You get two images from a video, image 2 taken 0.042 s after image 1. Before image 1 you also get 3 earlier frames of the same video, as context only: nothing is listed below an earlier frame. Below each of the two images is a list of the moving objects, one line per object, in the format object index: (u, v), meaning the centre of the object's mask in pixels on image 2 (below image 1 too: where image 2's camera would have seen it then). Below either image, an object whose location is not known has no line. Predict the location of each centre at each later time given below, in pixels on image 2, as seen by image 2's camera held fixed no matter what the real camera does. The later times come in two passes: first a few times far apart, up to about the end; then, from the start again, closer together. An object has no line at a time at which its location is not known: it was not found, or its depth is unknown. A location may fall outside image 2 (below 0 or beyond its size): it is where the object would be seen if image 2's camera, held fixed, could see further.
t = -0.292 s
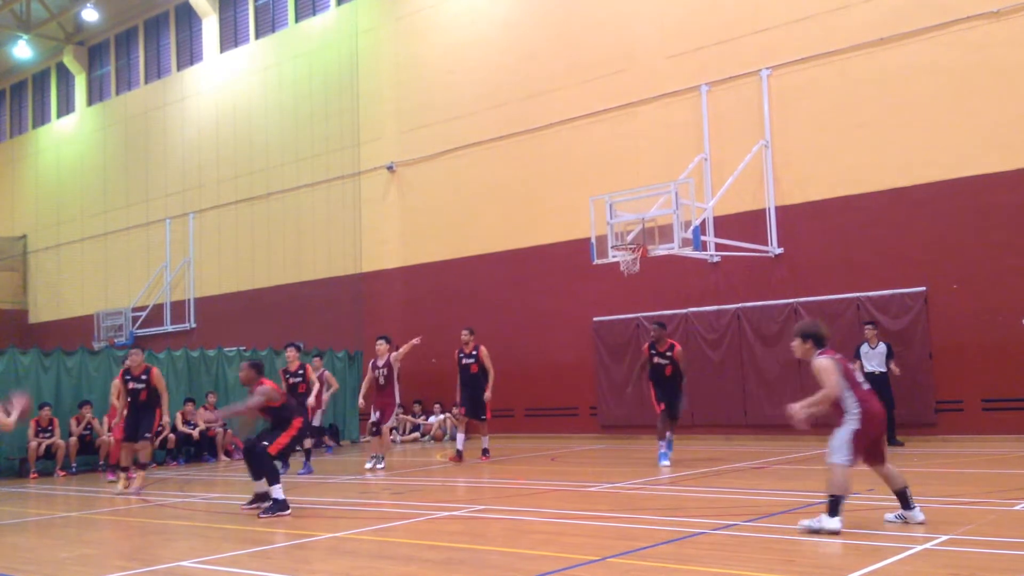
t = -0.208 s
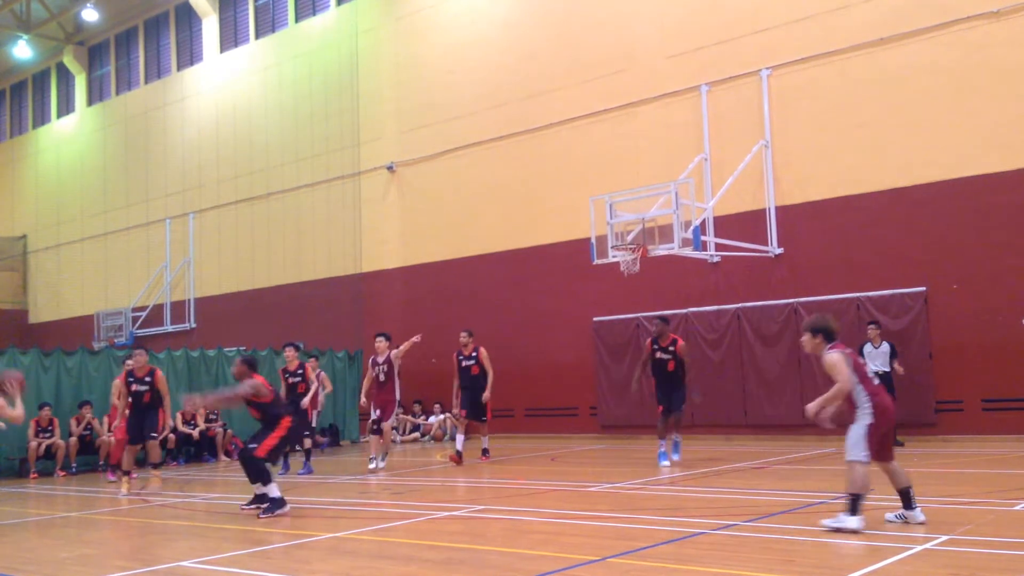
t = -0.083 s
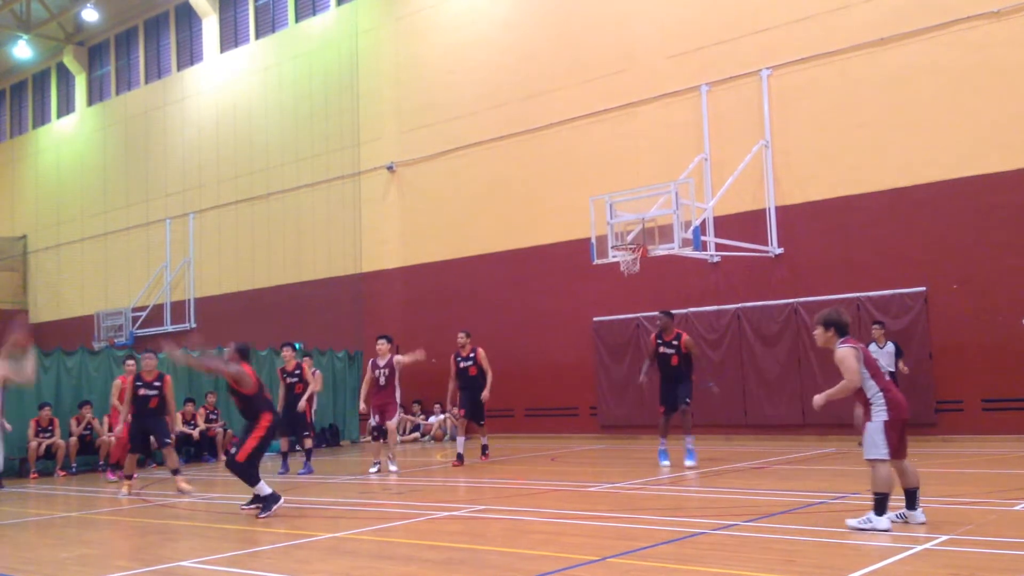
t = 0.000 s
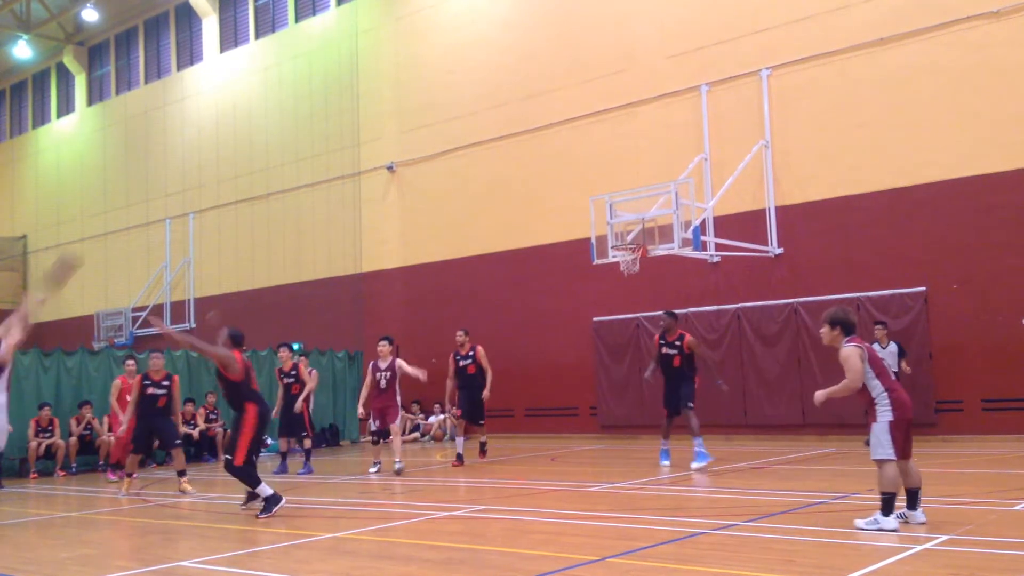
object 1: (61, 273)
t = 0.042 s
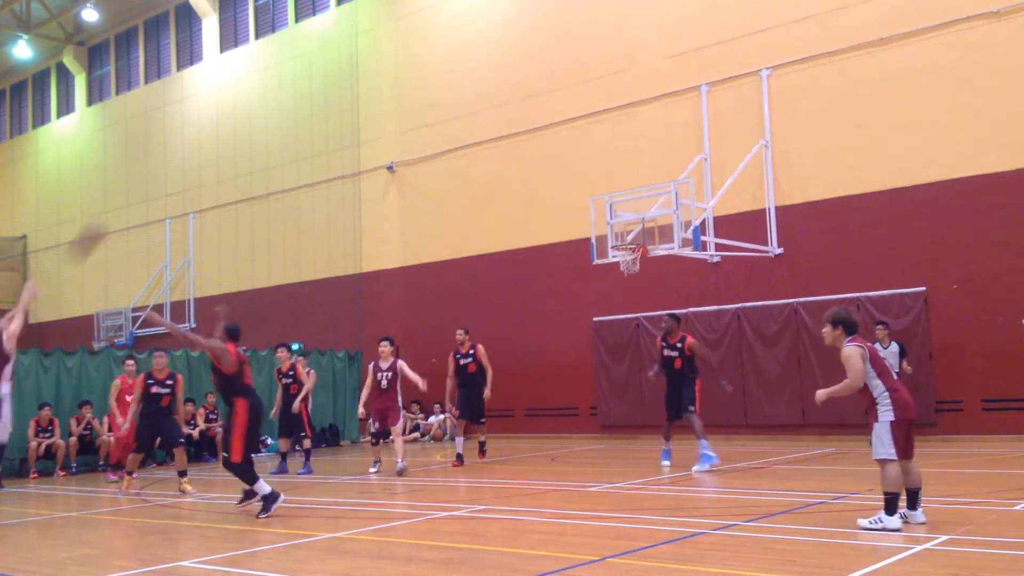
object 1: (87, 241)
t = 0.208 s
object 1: (182, 144)
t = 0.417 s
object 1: (285, 69)
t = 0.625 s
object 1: (374, 39)
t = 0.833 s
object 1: (452, 45)
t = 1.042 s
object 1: (523, 82)
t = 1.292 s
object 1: (599, 158)
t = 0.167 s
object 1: (159, 164)
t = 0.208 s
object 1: (182, 144)
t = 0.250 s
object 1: (204, 124)
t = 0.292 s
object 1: (225, 108)
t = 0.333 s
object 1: (246, 93)
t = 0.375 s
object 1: (266, 80)
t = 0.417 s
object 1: (285, 69)
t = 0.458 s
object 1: (303, 61)
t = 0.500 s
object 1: (321, 53)
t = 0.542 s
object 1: (339, 47)
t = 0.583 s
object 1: (357, 42)
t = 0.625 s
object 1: (374, 39)
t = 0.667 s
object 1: (390, 38)
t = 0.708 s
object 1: (406, 37)
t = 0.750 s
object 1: (421, 39)
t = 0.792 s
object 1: (437, 41)
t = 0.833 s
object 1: (452, 45)
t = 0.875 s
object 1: (466, 50)
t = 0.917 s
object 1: (481, 57)
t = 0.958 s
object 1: (495, 64)
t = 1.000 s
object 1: (509, 72)
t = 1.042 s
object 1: (523, 82)
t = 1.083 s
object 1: (535, 92)
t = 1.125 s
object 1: (549, 103)
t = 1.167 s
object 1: (561, 115)
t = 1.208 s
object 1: (575, 130)
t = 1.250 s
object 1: (587, 144)
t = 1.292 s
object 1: (599, 158)
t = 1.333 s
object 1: (611, 174)
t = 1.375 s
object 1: (622, 189)
